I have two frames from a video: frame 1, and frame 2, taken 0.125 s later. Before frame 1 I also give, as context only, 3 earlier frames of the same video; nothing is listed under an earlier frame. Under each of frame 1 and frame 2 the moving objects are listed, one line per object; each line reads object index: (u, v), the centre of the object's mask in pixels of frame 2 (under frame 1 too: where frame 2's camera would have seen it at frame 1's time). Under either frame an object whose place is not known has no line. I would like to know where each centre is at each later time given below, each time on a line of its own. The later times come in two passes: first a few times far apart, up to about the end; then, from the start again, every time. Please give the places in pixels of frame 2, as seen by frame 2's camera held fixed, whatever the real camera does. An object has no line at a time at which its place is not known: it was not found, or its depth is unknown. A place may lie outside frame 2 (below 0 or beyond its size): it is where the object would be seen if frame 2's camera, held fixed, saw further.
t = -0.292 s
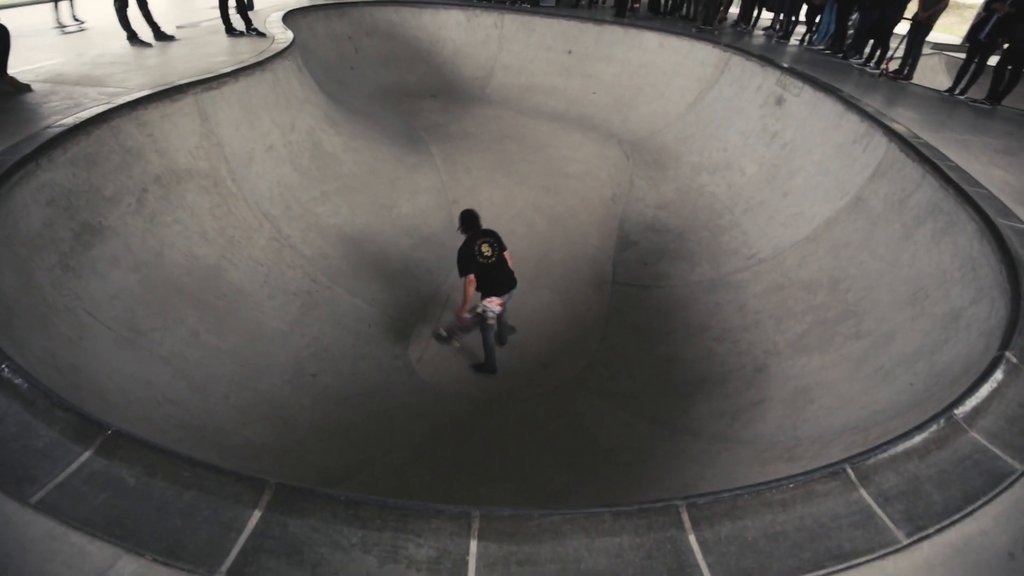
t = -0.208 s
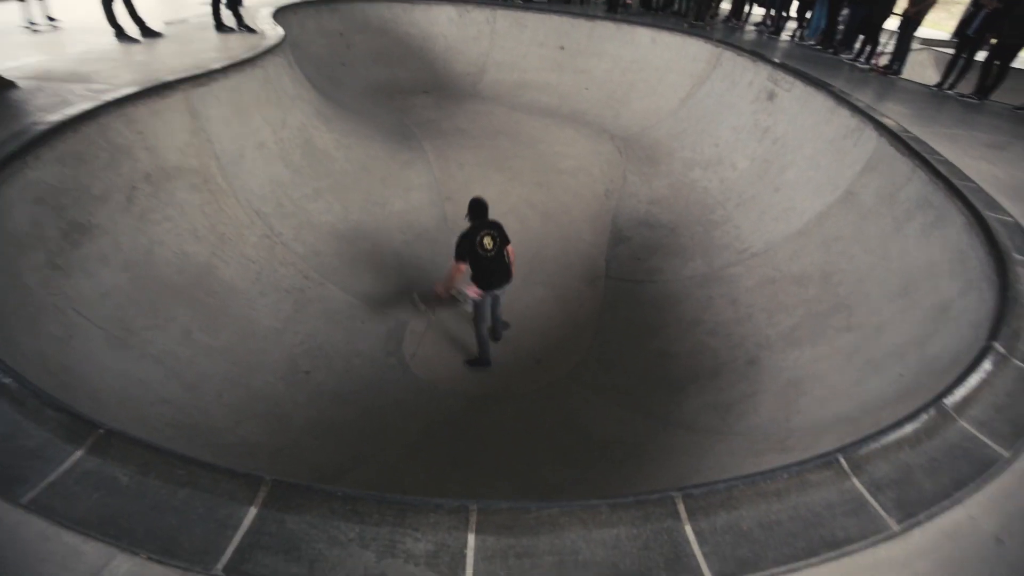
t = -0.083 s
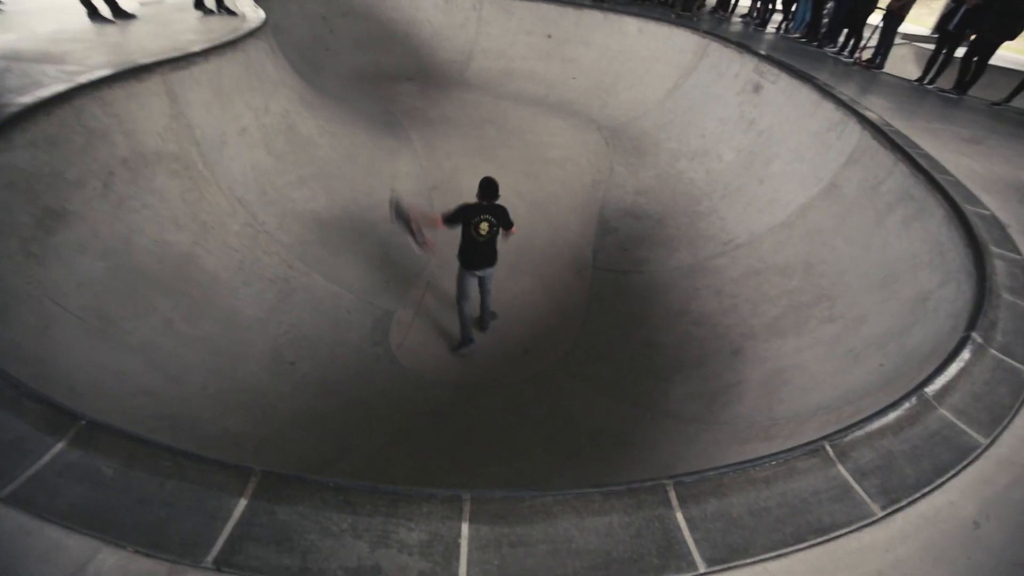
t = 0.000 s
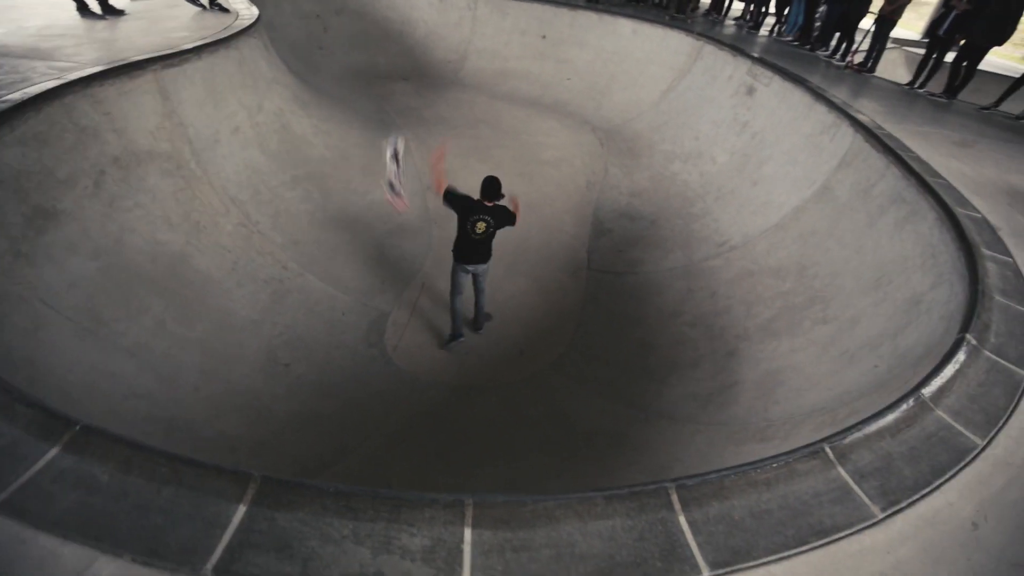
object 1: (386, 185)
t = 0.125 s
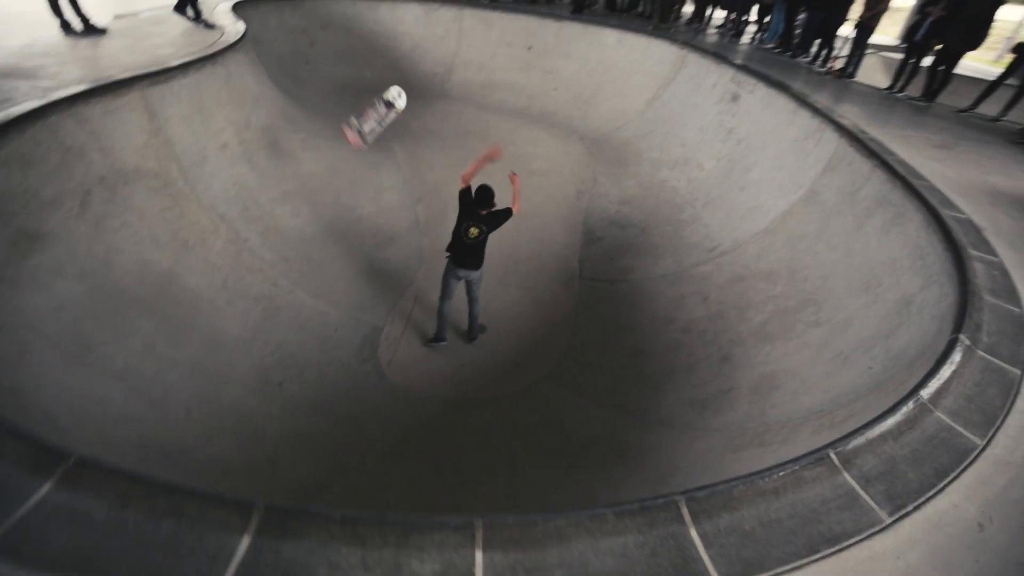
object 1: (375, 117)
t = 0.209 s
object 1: (370, 83)
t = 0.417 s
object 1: (360, 34)
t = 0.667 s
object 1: (351, 38)
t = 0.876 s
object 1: (351, 64)
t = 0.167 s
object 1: (372, 98)
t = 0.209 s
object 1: (370, 83)
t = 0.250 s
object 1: (370, 70)
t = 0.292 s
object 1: (364, 57)
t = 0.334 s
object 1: (362, 46)
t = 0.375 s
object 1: (361, 40)
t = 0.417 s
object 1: (360, 34)
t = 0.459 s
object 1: (358, 31)
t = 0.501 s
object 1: (356, 29)
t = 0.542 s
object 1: (354, 27)
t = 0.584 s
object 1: (352, 30)
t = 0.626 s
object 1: (351, 33)
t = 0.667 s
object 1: (351, 38)
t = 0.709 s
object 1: (349, 41)
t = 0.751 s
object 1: (348, 43)
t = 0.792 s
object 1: (349, 50)
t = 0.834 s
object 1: (350, 55)
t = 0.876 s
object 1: (351, 64)
